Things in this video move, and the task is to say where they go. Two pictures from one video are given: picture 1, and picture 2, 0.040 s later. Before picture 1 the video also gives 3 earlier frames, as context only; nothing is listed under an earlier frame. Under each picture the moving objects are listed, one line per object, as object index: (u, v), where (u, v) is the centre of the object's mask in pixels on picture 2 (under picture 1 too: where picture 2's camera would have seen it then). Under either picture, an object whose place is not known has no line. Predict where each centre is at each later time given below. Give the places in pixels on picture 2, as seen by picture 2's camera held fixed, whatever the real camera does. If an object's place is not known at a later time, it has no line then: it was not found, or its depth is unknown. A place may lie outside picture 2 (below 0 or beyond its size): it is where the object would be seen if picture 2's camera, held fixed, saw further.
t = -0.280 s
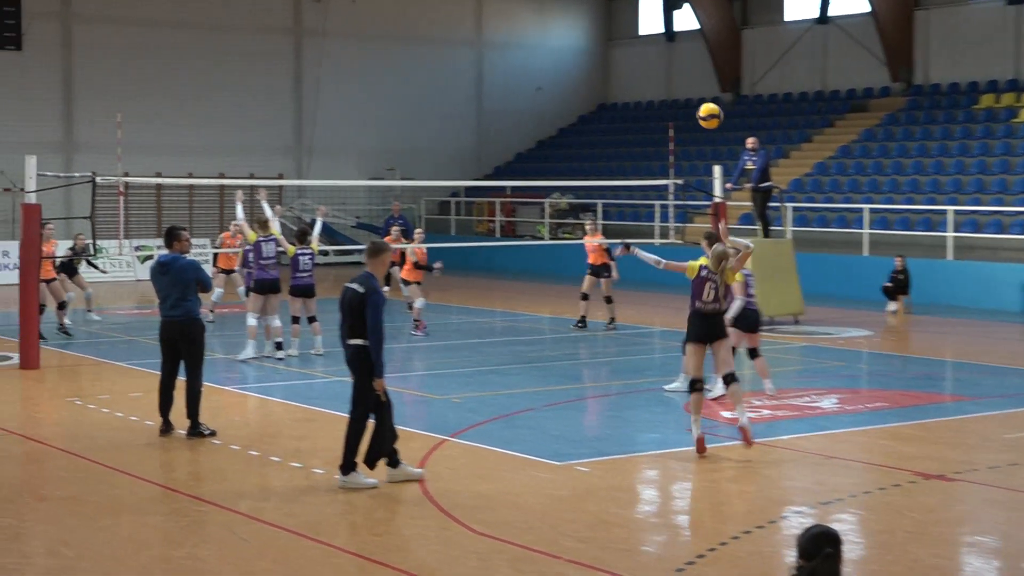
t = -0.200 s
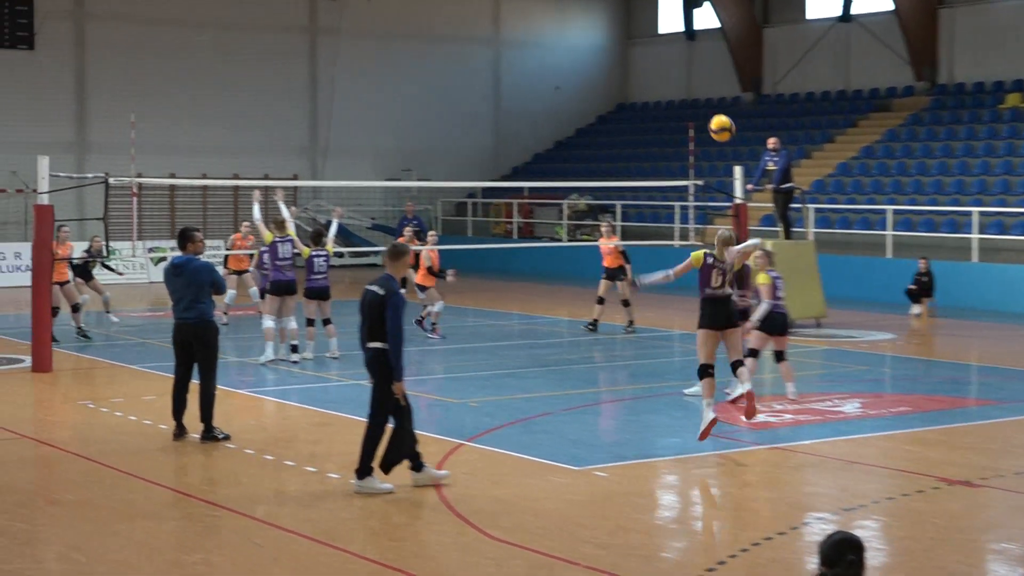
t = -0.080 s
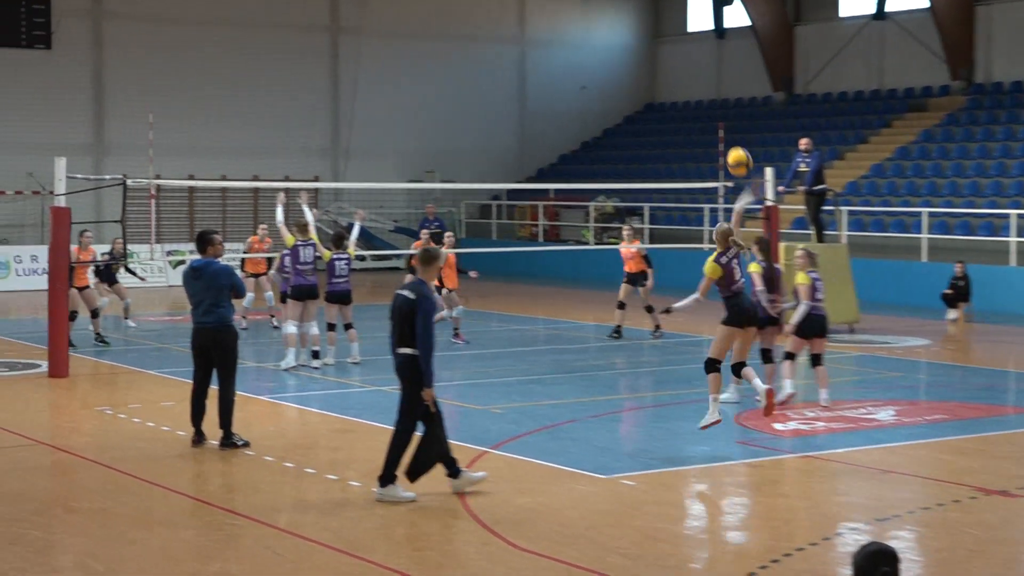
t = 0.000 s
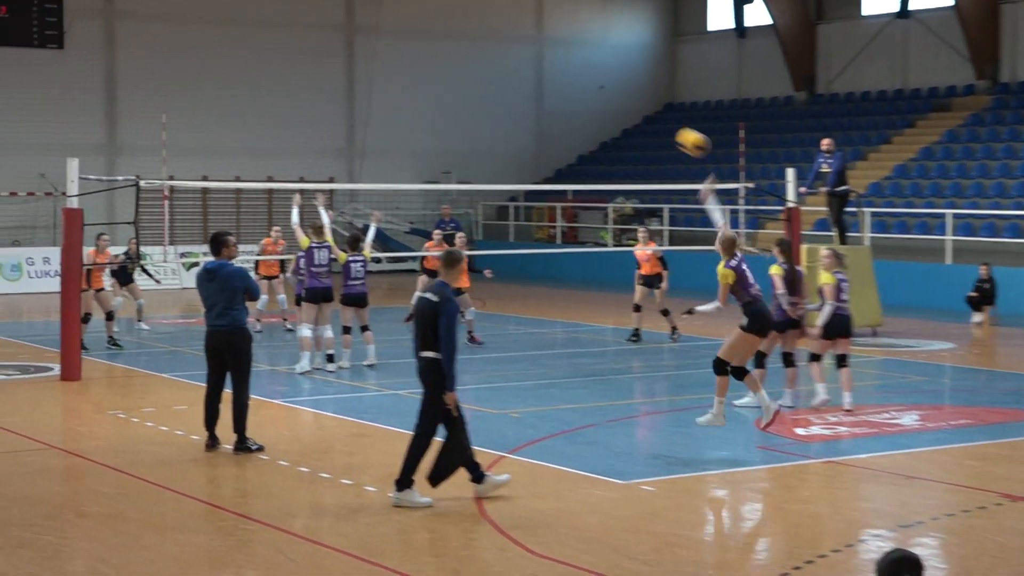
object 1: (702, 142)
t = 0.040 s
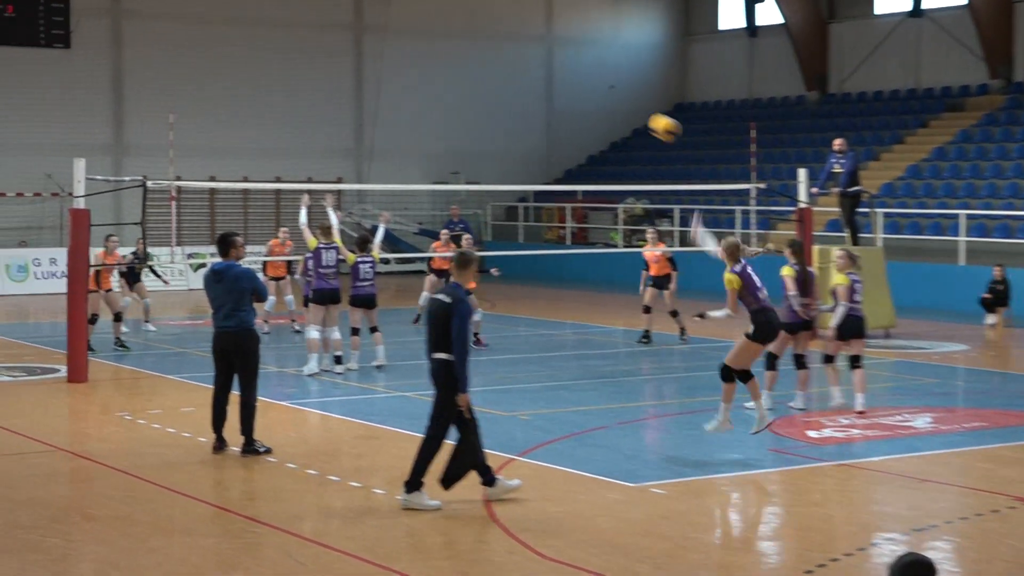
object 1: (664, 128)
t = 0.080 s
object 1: (631, 115)
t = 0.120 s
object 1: (599, 104)
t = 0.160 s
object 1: (570, 95)
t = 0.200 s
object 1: (544, 89)
